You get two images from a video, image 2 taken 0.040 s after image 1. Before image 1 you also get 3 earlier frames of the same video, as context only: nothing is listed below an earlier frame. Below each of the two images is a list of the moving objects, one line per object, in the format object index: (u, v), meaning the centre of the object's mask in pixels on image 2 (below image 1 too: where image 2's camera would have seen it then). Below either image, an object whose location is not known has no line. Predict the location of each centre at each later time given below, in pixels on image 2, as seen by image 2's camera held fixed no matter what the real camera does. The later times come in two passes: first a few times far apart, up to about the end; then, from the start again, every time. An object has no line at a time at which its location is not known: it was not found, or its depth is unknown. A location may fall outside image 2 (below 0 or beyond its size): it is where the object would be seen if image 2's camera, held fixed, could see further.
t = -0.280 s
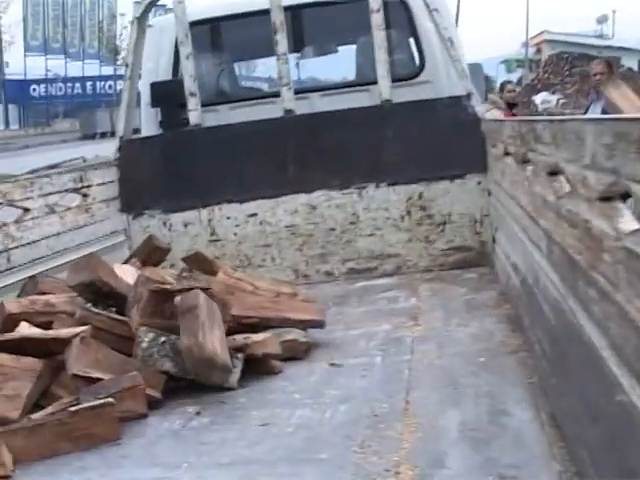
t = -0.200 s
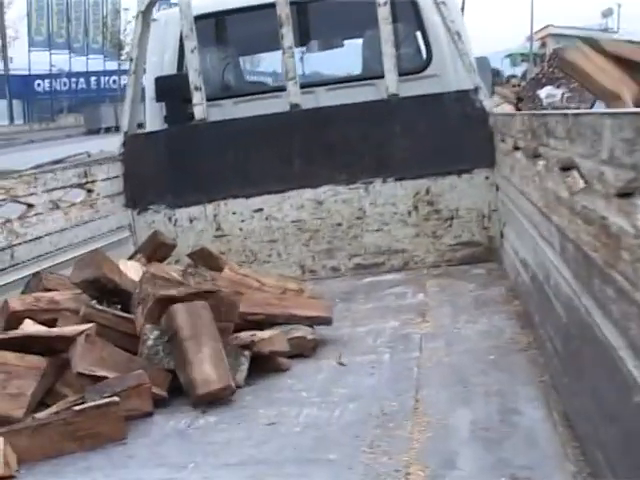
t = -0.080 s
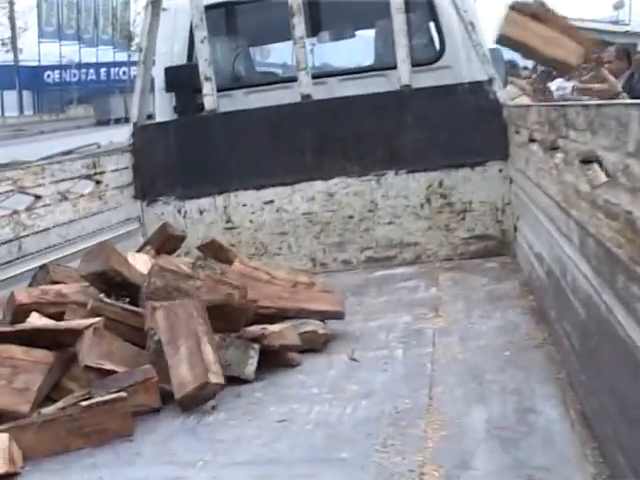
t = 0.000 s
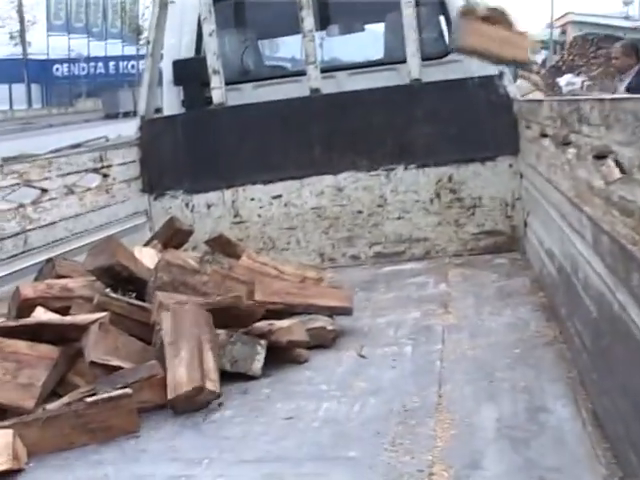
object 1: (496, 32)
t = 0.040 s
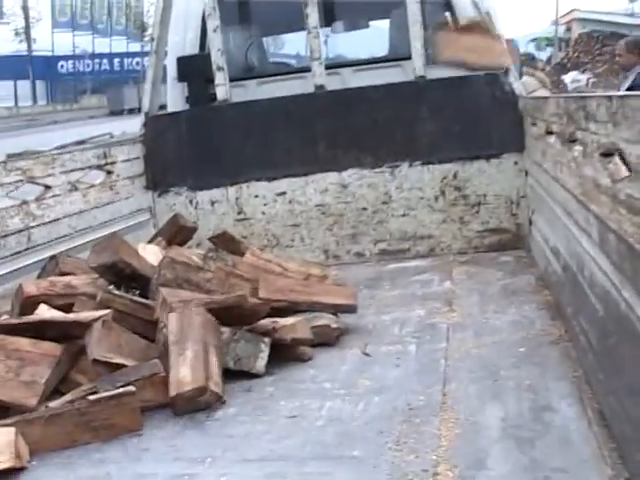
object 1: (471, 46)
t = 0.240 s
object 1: (315, 189)
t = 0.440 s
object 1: (270, 253)
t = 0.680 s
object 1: (273, 264)
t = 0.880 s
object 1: (288, 273)
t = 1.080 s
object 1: (288, 273)
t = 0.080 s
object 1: (439, 64)
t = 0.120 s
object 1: (407, 90)
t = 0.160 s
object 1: (379, 117)
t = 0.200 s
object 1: (349, 150)
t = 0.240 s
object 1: (315, 189)
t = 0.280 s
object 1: (284, 243)
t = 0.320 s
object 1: (272, 261)
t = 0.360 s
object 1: (275, 257)
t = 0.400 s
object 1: (275, 253)
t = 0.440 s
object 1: (270, 253)
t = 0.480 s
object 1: (271, 256)
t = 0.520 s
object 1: (274, 258)
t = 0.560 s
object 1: (274, 260)
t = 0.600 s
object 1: (273, 263)
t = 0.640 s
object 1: (280, 264)
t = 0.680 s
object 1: (273, 264)
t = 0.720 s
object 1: (281, 269)
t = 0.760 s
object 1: (284, 270)
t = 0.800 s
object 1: (286, 271)
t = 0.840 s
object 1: (287, 272)
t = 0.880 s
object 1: (288, 273)
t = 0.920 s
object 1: (288, 273)
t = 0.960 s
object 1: (288, 273)
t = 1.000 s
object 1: (288, 273)
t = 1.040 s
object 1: (288, 273)
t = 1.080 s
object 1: (288, 273)
